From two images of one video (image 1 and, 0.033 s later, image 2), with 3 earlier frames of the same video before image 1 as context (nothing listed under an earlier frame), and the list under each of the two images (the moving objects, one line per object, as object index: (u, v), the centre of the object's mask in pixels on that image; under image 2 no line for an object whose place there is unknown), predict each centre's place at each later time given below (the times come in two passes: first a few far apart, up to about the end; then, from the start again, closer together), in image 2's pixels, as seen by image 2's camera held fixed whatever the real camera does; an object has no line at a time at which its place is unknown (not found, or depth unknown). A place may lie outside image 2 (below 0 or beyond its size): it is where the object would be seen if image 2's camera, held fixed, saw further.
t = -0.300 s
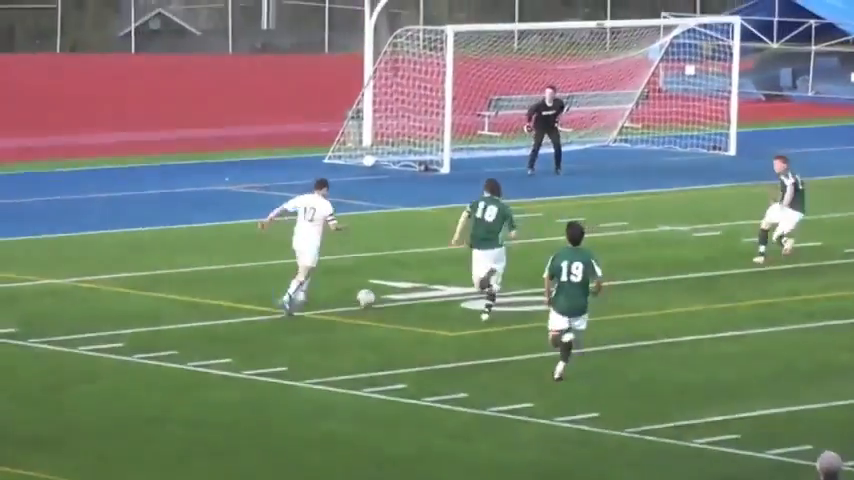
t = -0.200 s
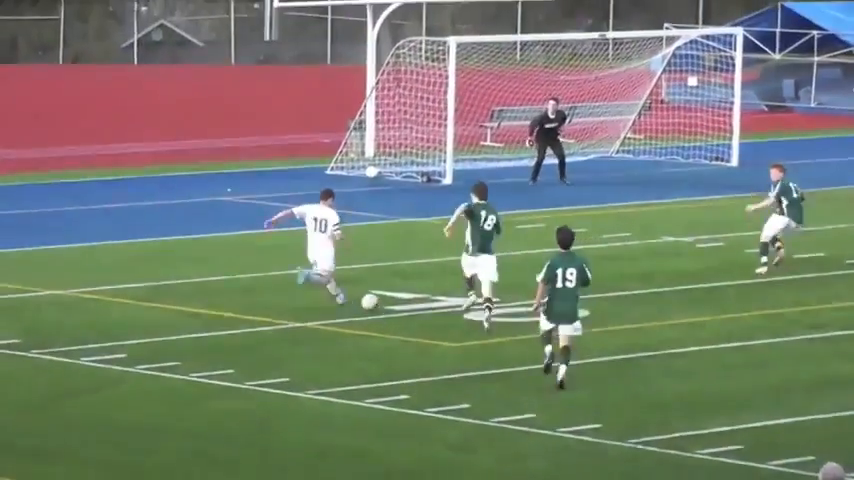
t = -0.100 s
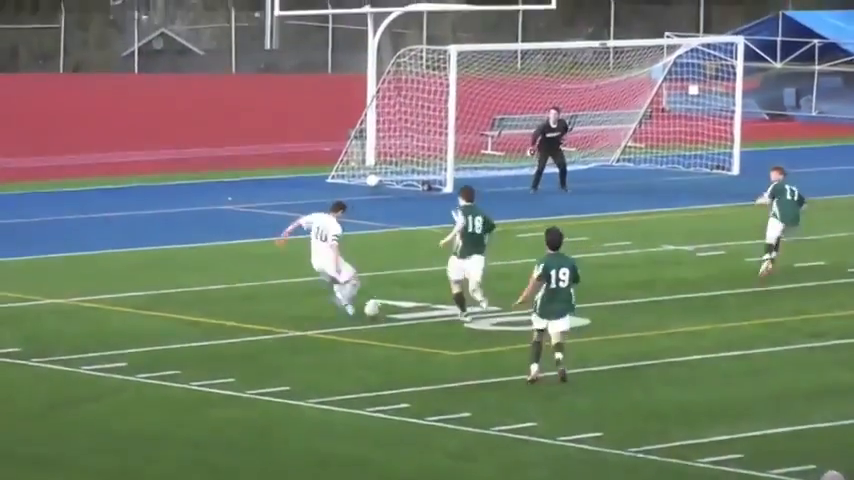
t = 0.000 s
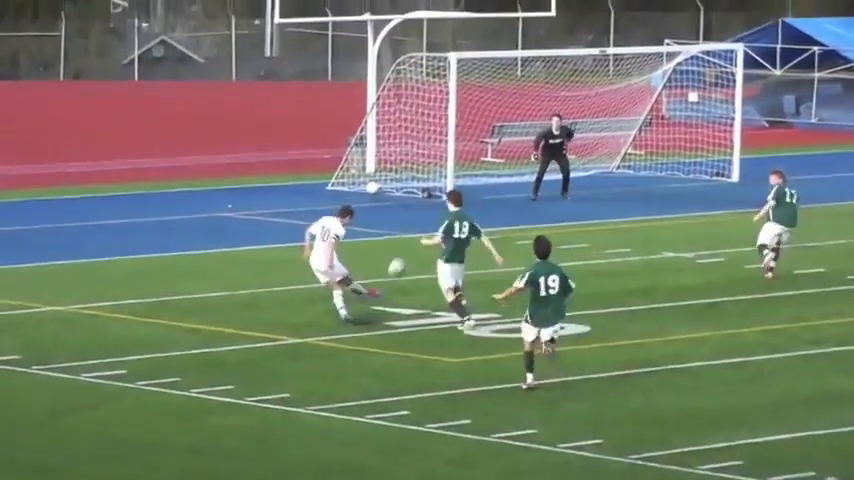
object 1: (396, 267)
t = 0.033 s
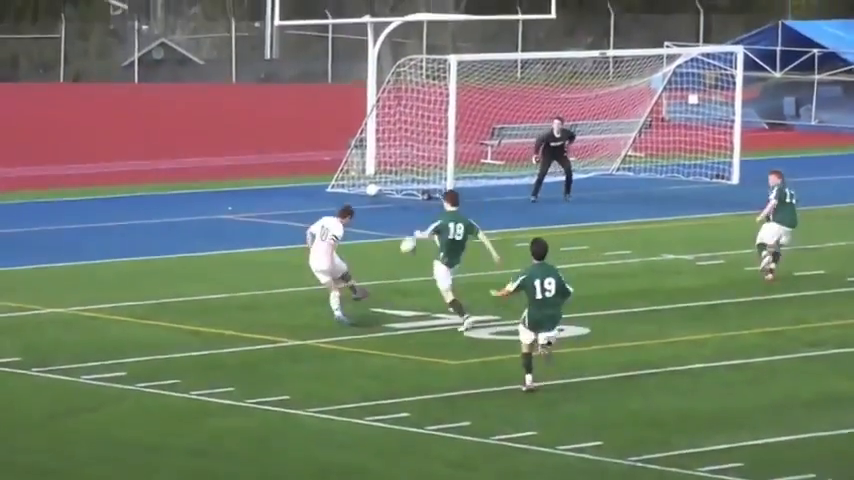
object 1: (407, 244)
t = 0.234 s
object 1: (473, 136)
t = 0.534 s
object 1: (545, 61)
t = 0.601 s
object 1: (559, 54)
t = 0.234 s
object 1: (473, 136)
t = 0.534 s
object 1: (545, 61)
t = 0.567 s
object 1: (553, 58)
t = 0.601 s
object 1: (559, 54)
